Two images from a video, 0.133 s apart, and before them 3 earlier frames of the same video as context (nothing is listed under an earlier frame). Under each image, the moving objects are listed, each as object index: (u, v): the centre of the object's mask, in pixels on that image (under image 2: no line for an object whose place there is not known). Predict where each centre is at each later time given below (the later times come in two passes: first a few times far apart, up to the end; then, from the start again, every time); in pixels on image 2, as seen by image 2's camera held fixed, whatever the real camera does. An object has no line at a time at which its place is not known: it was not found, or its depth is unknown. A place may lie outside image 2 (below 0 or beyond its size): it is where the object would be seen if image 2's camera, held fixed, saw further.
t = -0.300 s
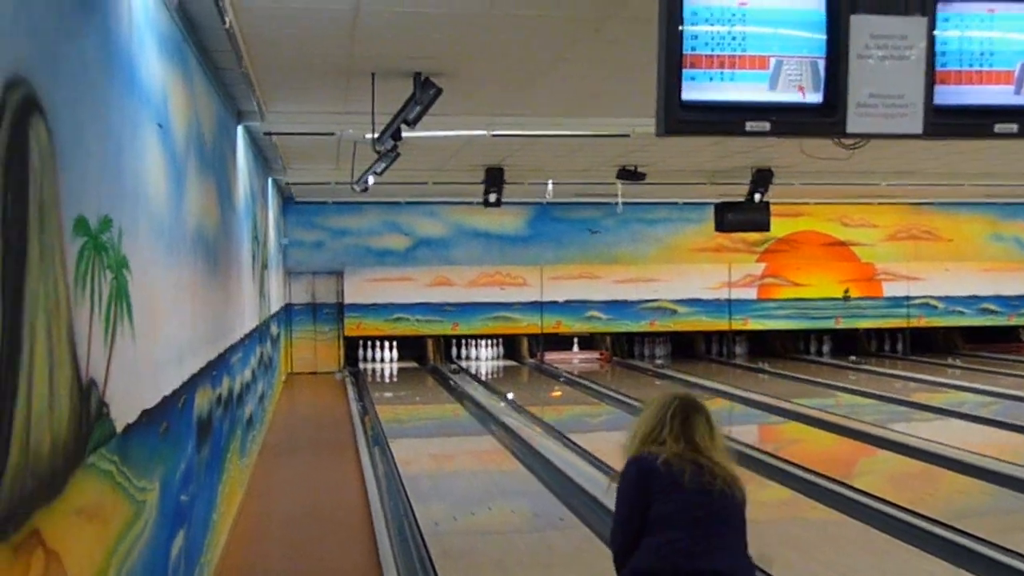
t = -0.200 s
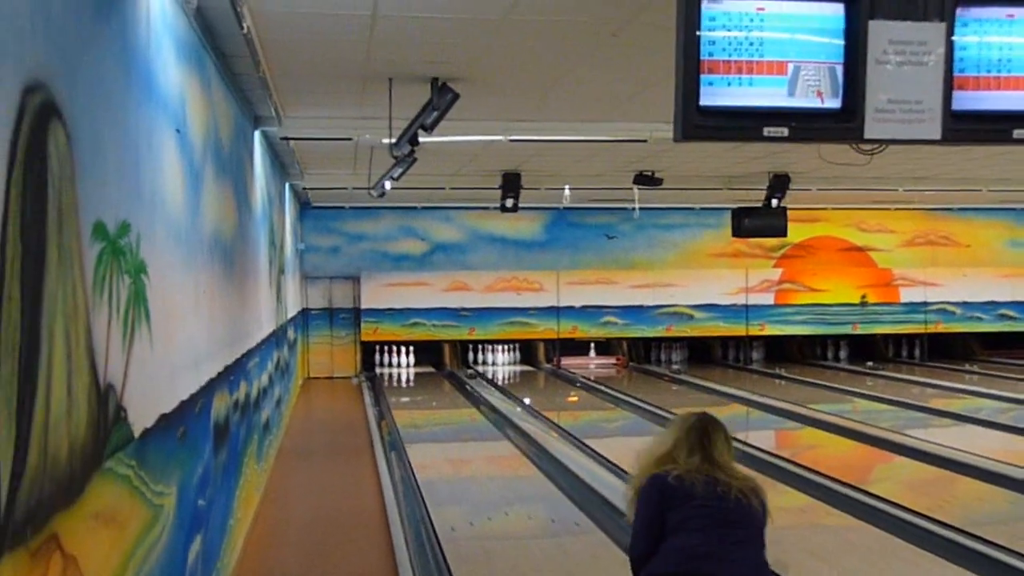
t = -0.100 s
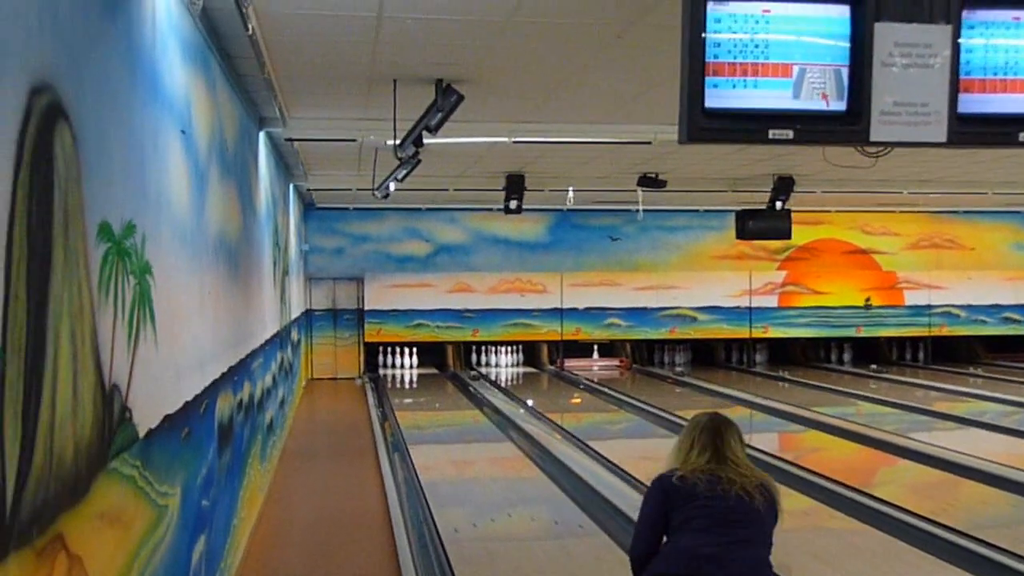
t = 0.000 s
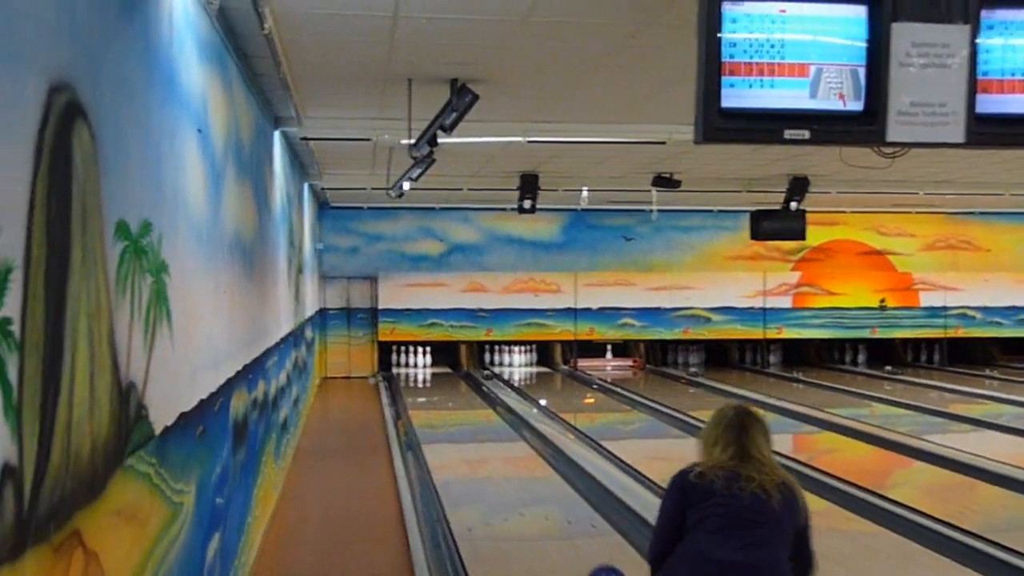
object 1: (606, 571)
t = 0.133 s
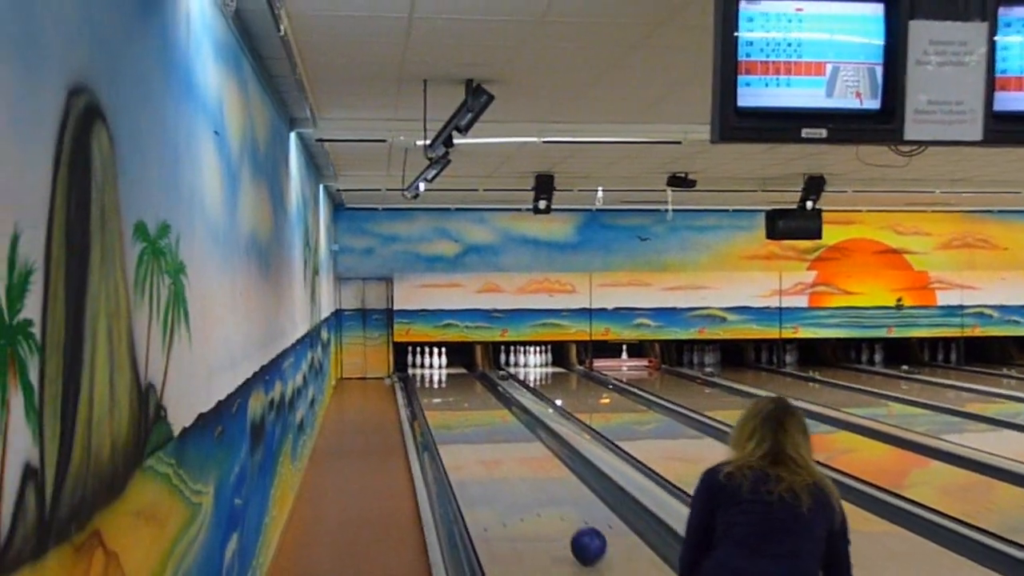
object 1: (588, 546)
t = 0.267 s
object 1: (564, 515)
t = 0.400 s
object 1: (545, 489)
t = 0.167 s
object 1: (581, 537)
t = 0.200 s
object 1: (575, 529)
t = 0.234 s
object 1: (569, 522)
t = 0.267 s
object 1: (564, 515)
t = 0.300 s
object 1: (558, 508)
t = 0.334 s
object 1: (553, 501)
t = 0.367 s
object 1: (549, 495)
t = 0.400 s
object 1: (545, 489)
